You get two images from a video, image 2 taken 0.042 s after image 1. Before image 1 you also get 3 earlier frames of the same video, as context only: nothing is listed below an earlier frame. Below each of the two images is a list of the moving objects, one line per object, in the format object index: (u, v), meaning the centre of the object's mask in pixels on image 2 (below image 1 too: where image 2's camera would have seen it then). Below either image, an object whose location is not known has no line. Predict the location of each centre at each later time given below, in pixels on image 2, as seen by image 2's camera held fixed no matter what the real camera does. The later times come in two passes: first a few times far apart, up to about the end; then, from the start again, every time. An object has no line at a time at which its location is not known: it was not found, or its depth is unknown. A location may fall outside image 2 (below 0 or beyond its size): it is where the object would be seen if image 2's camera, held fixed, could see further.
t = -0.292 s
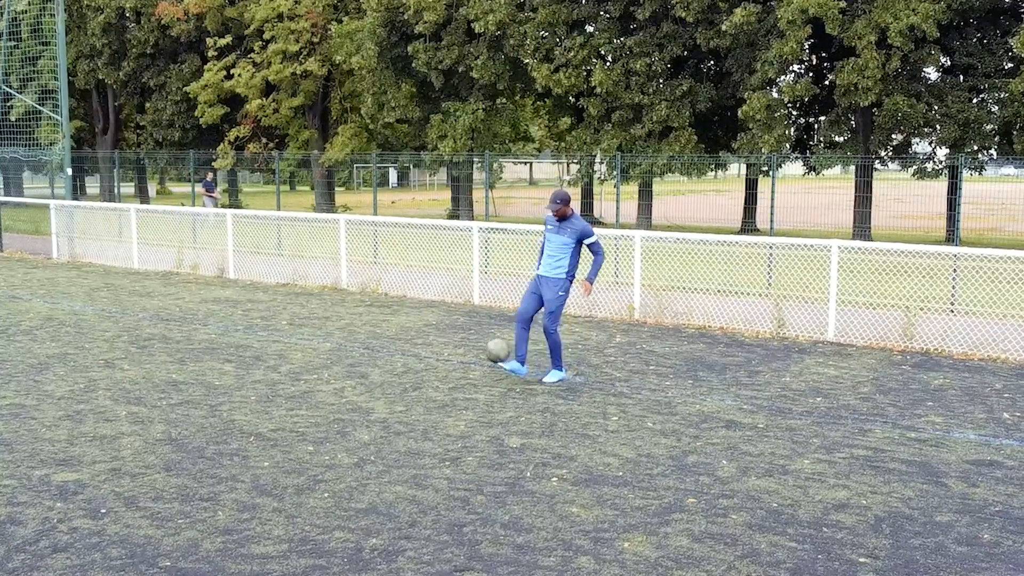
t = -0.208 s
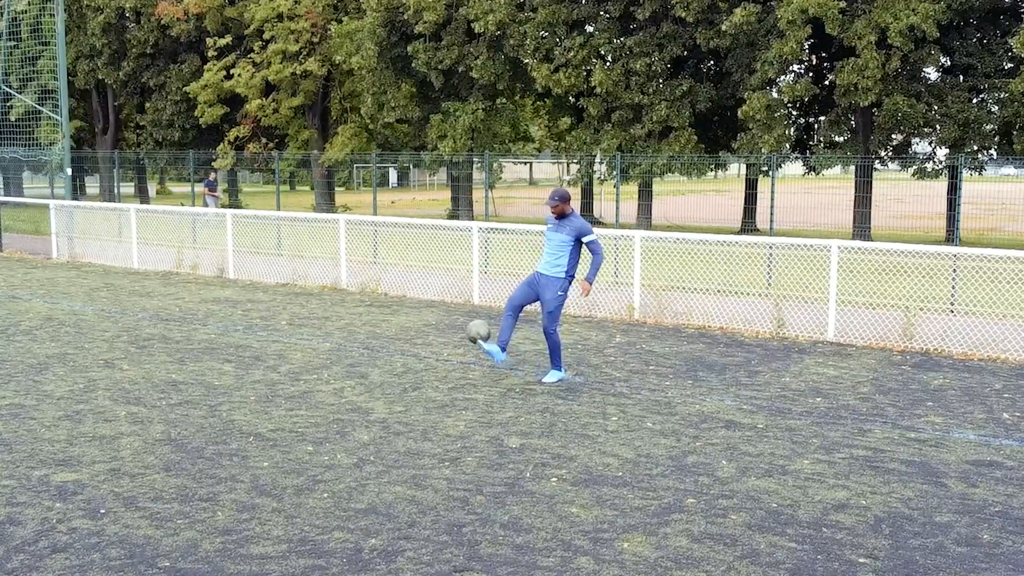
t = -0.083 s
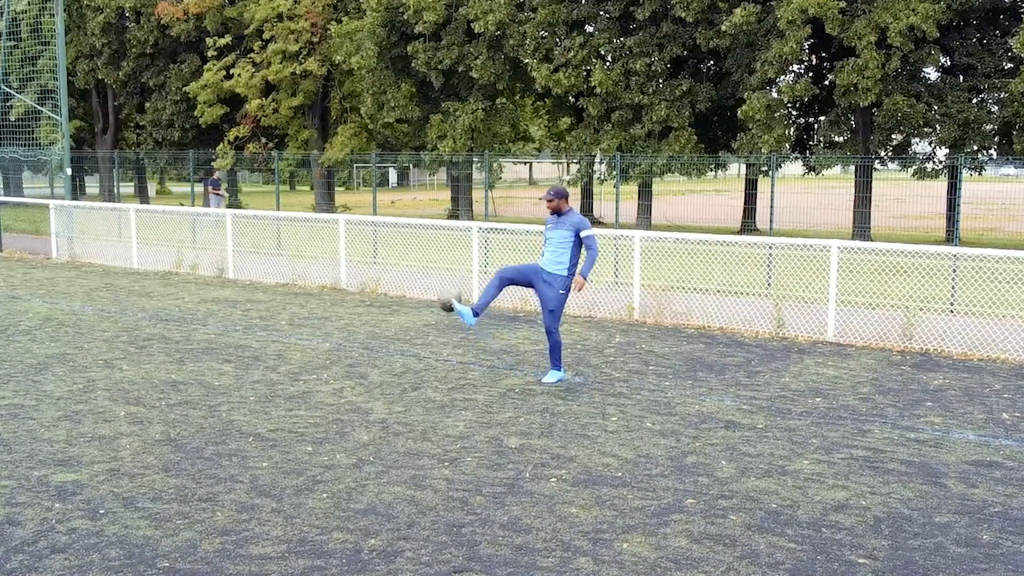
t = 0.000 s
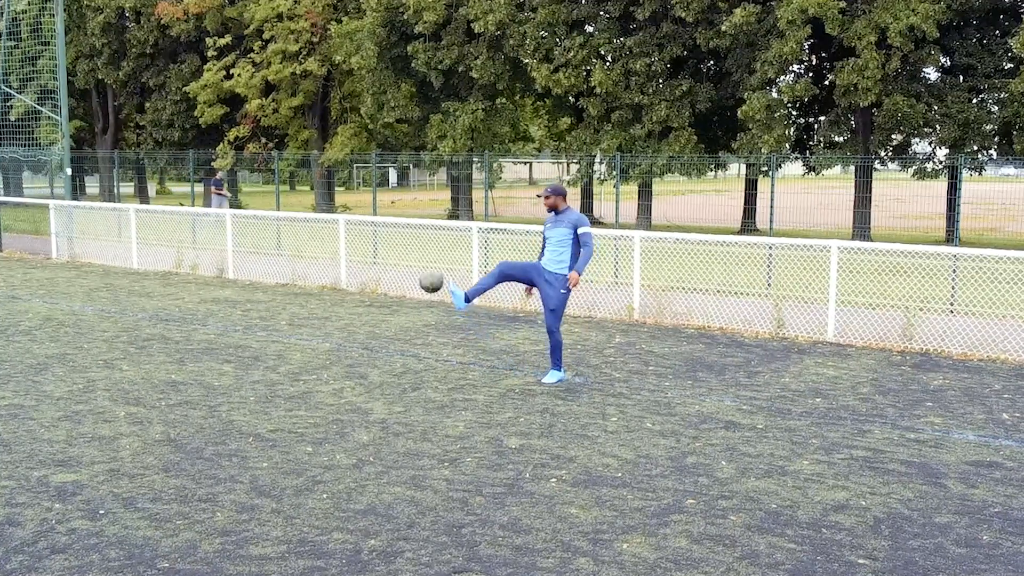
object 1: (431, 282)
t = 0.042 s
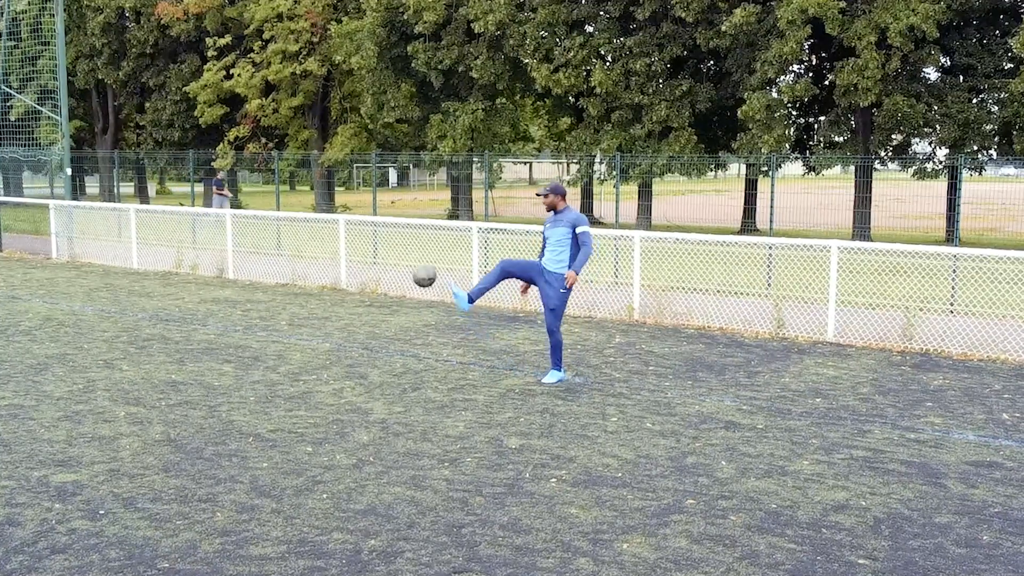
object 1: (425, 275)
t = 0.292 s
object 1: (376, 274)
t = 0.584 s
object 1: (331, 347)
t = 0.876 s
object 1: (307, 292)
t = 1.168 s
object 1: (286, 322)
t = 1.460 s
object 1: (267, 305)
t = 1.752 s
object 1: (251, 323)
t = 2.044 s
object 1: (237, 315)
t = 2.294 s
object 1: (223, 311)
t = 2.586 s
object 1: (207, 314)
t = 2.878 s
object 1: (192, 311)
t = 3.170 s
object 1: (182, 308)
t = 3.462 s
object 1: (172, 306)
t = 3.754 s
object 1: (164, 303)
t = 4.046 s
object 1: (159, 302)
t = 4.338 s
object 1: (155, 299)
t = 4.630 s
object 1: (153, 298)
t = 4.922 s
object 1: (152, 297)
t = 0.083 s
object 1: (414, 270)
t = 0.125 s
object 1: (408, 268)
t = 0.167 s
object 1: (398, 266)
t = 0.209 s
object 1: (391, 267)
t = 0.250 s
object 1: (382, 271)
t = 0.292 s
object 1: (376, 274)
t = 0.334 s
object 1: (368, 282)
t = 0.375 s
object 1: (362, 289)
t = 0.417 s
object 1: (355, 300)
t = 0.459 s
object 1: (349, 310)
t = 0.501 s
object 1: (342, 326)
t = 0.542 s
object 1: (337, 338)
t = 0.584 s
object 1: (331, 347)
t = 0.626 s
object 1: (327, 336)
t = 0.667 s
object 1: (323, 323)
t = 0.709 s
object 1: (320, 314)
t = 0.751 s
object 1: (316, 305)
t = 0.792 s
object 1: (314, 300)
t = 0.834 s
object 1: (309, 295)
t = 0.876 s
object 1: (307, 292)
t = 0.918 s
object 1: (303, 292)
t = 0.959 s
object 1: (301, 292)
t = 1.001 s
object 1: (297, 294)
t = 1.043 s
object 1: (295, 298)
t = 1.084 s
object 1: (291, 306)
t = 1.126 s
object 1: (289, 312)
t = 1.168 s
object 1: (286, 322)
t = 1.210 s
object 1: (284, 331)
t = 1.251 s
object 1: (281, 331)
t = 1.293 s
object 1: (278, 324)
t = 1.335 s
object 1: (274, 315)
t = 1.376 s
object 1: (273, 311)
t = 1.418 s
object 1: (270, 306)
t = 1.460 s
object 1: (267, 305)
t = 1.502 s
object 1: (264, 304)
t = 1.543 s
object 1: (262, 305)
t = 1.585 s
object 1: (260, 308)
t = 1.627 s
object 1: (259, 311)
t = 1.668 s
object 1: (256, 318)
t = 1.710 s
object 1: (254, 323)
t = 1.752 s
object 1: (251, 323)
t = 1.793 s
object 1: (249, 318)
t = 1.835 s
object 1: (246, 313)
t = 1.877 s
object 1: (244, 311)
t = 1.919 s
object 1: (242, 310)
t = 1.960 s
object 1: (241, 310)
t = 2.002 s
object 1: (238, 312)
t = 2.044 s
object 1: (237, 315)
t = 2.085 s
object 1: (234, 321)
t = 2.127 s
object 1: (232, 319)
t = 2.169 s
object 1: (229, 314)
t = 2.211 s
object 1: (227, 312)
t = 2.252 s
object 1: (224, 311)
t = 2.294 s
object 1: (223, 311)
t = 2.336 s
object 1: (220, 314)
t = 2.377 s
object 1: (218, 317)
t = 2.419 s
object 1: (215, 314)
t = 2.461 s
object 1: (214, 312)
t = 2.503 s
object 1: (211, 311)
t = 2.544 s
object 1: (209, 312)
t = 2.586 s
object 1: (207, 314)
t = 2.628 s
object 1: (205, 313)
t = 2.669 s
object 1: (202, 311)
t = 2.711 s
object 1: (200, 311)
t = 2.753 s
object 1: (198, 313)
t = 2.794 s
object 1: (196, 312)
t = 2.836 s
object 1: (194, 311)
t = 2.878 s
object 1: (192, 311)
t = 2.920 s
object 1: (190, 311)
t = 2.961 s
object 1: (189, 310)
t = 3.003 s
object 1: (187, 310)
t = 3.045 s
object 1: (186, 309)
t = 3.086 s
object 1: (184, 309)
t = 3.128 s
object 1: (183, 309)
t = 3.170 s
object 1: (182, 308)
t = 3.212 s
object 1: (180, 308)
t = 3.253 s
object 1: (178, 308)
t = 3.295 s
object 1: (177, 308)
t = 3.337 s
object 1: (175, 307)
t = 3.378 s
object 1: (174, 307)
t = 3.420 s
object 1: (173, 306)
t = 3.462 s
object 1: (172, 306)
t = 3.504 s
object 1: (170, 305)
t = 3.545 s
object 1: (169, 305)
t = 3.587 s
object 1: (168, 304)
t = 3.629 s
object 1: (167, 304)
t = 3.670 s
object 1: (166, 304)
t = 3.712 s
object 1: (165, 304)
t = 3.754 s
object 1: (164, 303)
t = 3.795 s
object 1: (163, 303)
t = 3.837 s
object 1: (163, 303)
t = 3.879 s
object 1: (162, 303)
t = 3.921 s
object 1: (161, 302)
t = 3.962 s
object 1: (161, 302)
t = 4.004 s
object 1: (160, 302)
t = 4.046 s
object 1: (159, 302)
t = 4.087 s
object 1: (158, 301)
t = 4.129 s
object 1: (158, 301)
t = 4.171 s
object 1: (157, 300)
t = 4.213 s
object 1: (157, 300)
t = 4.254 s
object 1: (156, 300)
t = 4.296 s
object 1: (156, 300)
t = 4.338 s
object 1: (155, 299)
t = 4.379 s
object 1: (155, 299)
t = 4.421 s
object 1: (154, 299)
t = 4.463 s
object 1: (154, 299)
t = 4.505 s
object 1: (154, 299)
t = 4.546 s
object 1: (153, 298)
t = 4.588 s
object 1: (153, 298)
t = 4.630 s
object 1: (153, 298)
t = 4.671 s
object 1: (153, 298)
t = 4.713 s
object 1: (153, 298)
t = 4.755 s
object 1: (152, 297)
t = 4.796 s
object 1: (152, 297)
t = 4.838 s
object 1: (152, 297)
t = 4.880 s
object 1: (152, 297)
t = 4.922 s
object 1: (152, 297)
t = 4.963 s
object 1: (152, 297)
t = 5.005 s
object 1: (152, 296)
